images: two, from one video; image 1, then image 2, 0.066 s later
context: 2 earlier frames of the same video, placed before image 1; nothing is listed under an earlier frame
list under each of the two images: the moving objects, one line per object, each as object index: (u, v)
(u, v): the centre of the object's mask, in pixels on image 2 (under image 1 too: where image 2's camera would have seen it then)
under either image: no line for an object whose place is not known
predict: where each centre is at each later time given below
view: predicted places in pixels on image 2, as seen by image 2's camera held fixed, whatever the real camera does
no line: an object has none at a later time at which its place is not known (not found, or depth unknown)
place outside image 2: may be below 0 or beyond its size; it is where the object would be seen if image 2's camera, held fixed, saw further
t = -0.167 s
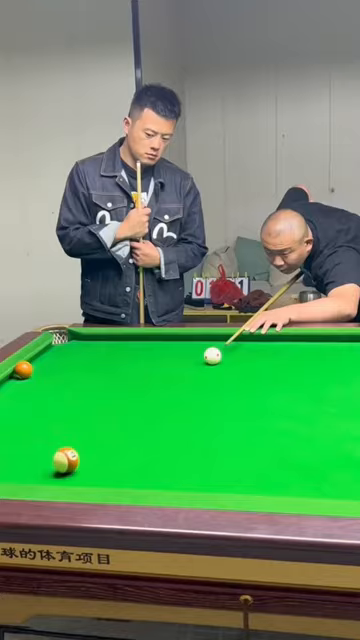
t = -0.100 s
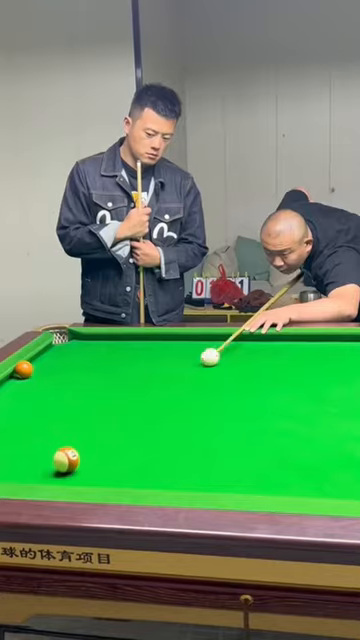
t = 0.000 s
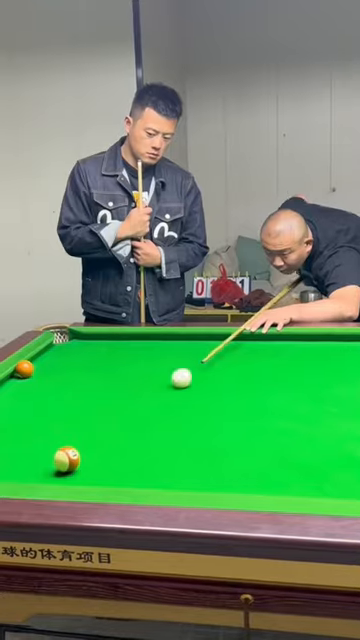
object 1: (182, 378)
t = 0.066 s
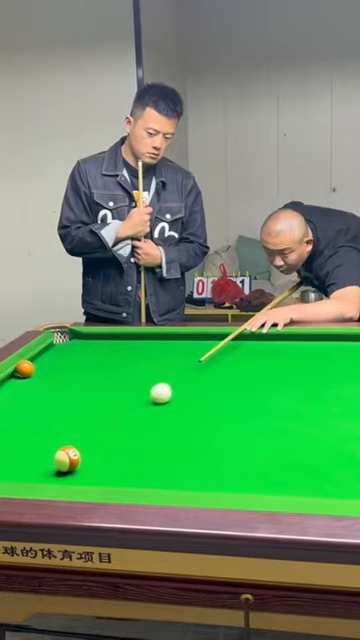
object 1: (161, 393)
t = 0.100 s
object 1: (150, 401)
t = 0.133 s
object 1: (140, 409)
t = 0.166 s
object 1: (129, 417)
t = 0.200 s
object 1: (118, 424)
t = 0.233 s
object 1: (107, 433)
